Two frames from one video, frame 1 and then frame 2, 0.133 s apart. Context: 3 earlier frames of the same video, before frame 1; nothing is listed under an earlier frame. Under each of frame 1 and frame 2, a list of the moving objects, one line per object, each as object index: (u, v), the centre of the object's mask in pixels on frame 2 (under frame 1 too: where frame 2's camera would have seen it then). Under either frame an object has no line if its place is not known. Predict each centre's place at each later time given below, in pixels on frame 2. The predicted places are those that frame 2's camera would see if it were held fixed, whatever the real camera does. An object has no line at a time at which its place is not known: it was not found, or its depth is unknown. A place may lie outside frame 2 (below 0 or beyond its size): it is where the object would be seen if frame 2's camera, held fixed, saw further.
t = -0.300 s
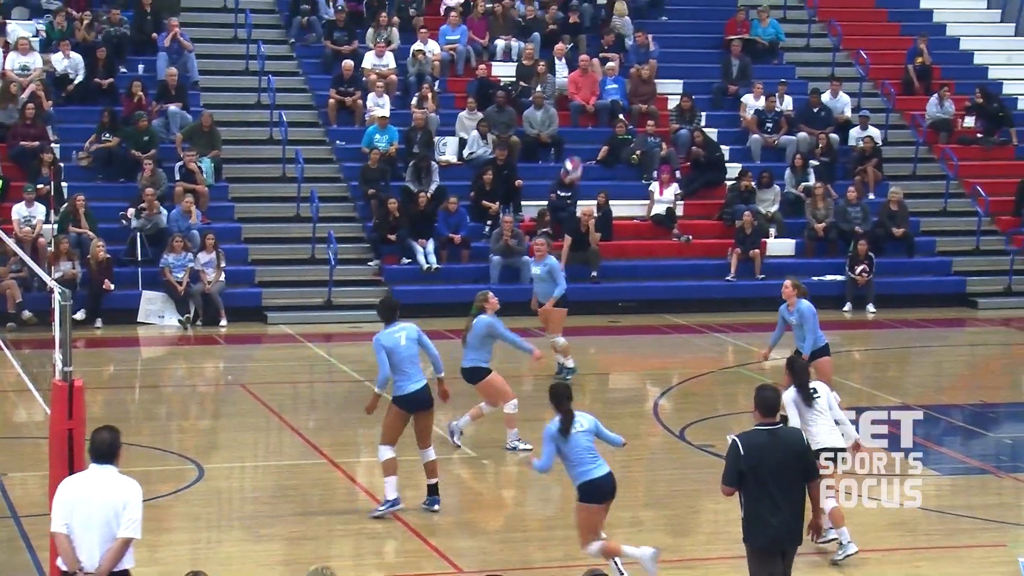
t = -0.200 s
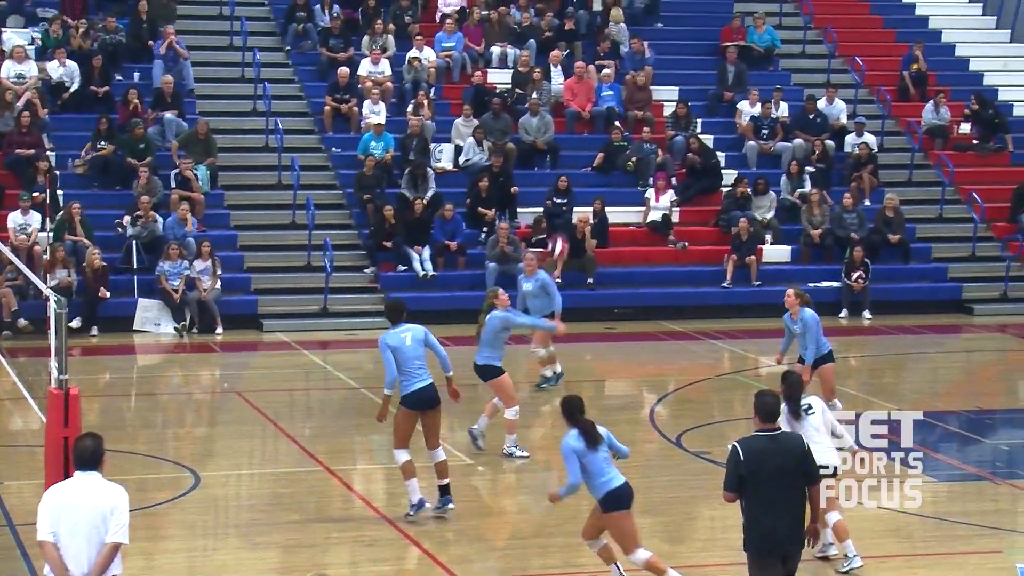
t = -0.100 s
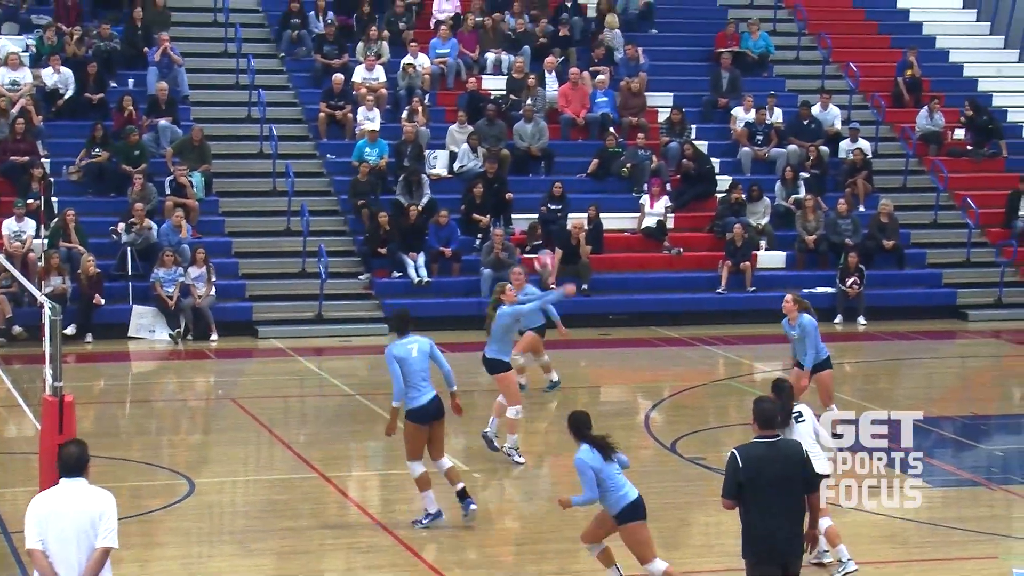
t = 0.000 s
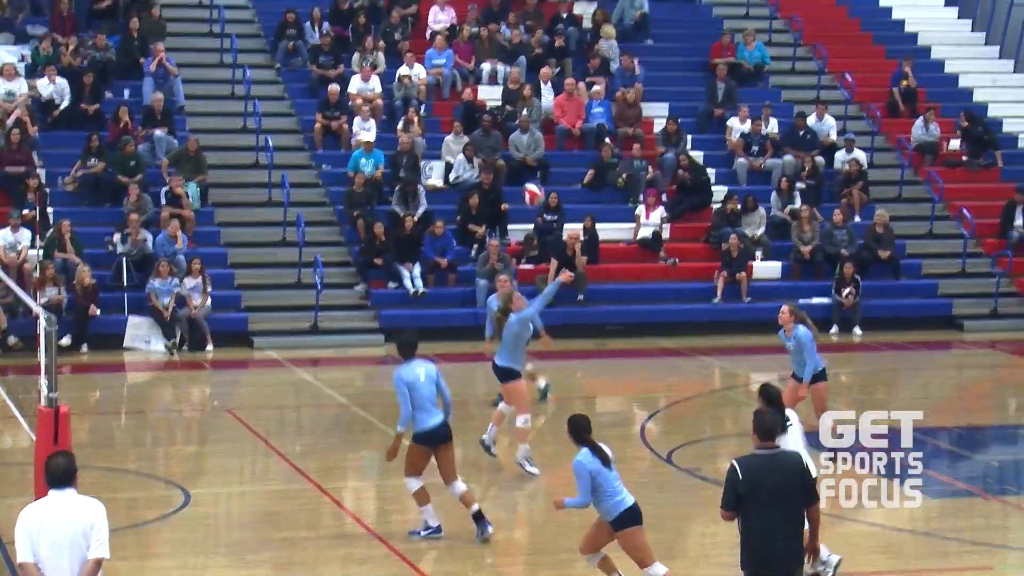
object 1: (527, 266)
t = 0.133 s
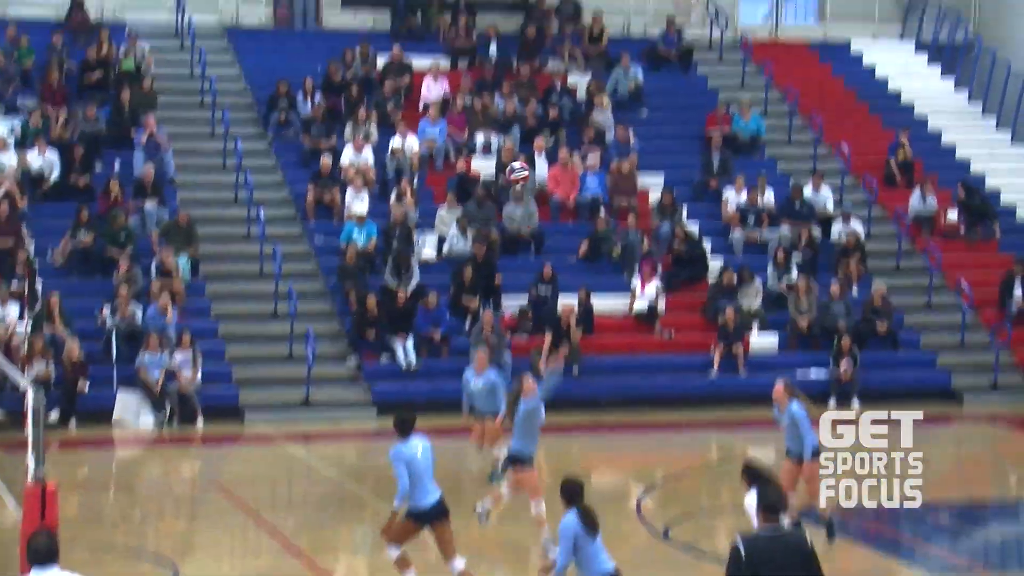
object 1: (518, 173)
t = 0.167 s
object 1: (516, 150)
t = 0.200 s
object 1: (513, 131)
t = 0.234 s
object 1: (511, 113)
